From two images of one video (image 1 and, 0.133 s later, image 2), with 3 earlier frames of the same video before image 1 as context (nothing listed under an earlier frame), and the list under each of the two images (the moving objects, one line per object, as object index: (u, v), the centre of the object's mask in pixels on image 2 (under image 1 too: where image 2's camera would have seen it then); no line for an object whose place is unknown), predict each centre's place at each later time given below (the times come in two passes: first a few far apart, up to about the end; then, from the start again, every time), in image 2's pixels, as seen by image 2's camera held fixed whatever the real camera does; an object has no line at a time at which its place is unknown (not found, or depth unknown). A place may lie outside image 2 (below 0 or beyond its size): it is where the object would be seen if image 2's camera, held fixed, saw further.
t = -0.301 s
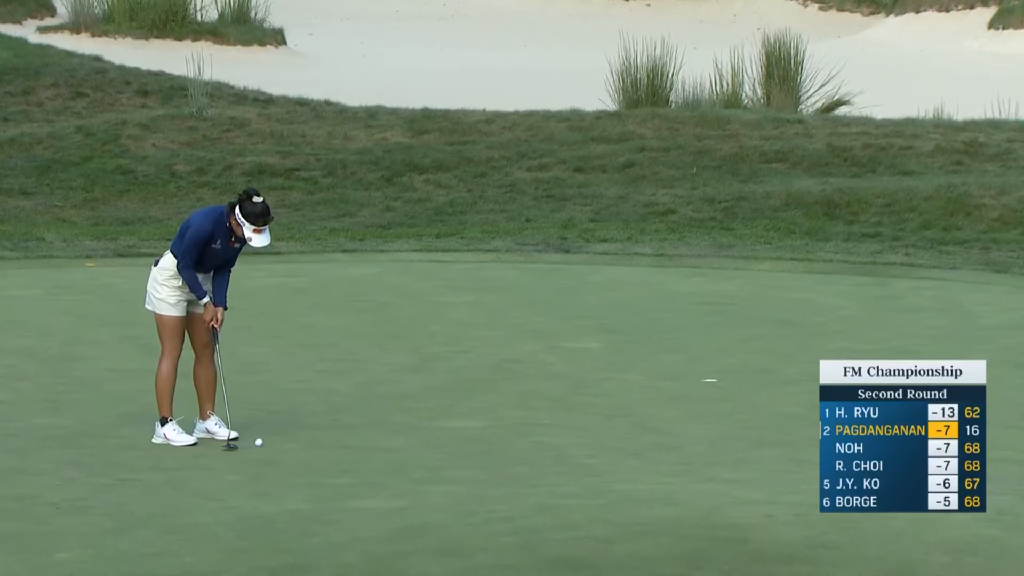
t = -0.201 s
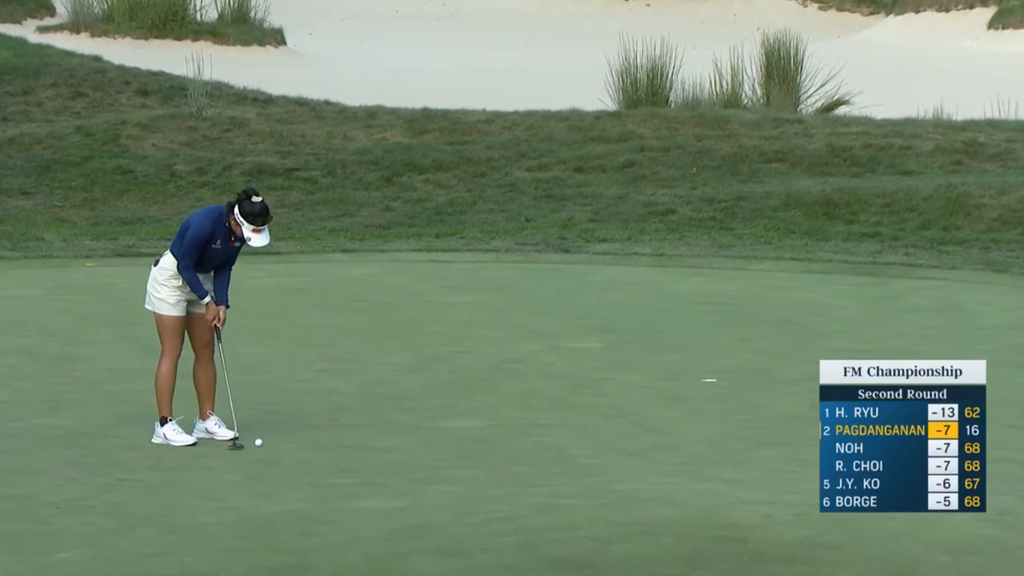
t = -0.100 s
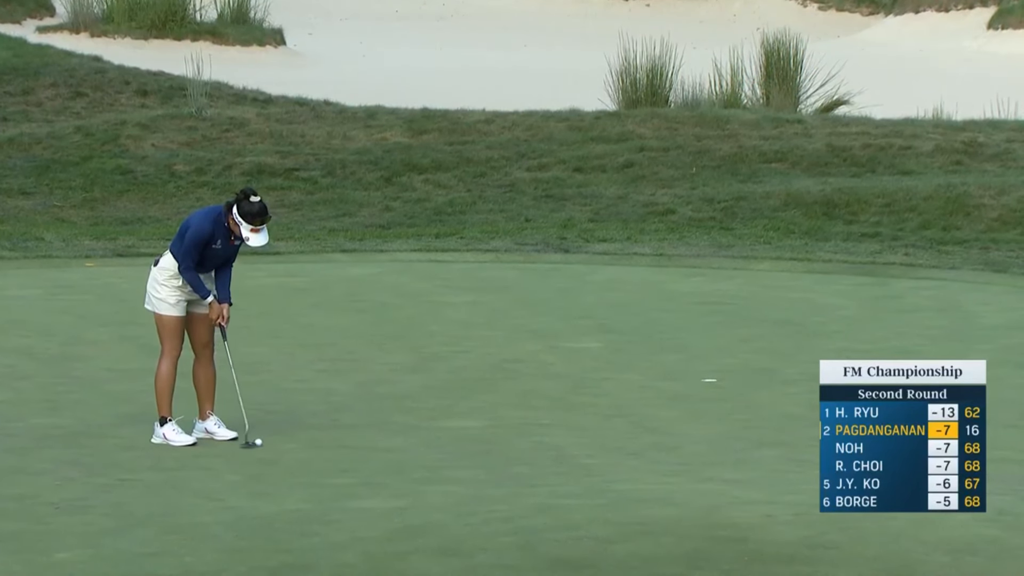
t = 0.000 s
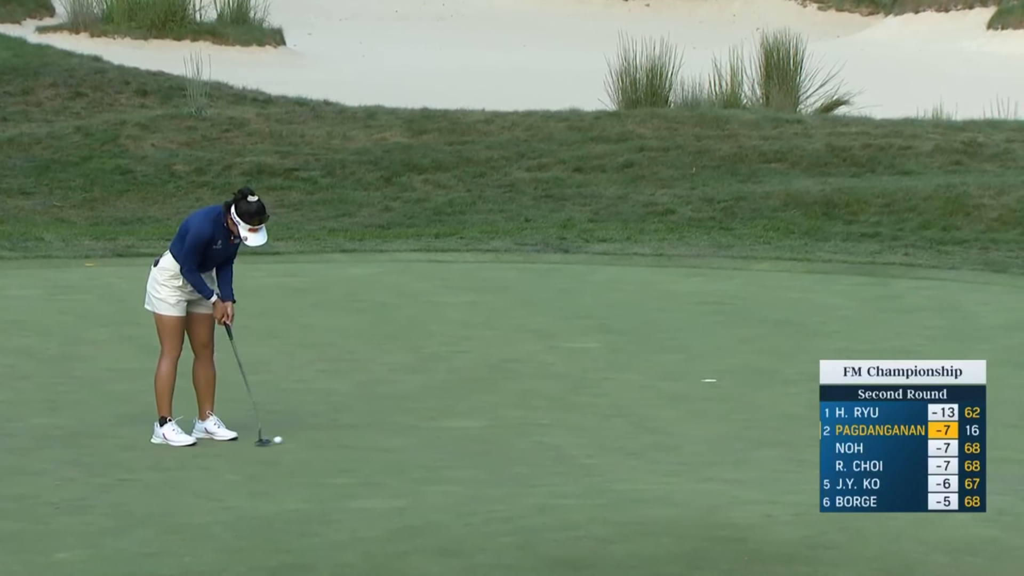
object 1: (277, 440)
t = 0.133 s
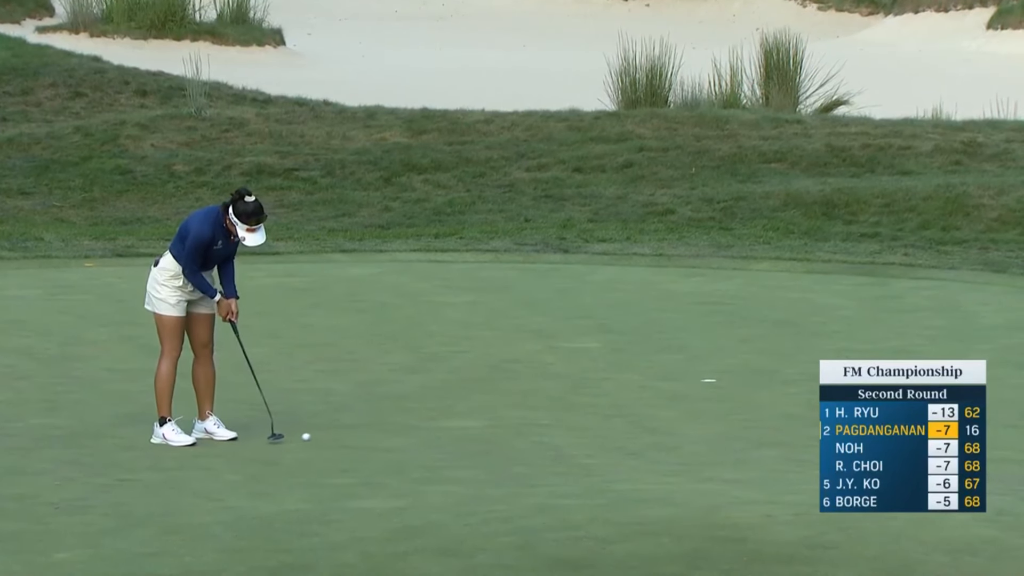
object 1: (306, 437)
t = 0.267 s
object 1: (332, 434)
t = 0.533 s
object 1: (382, 428)
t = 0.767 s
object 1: (422, 423)
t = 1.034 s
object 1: (465, 417)
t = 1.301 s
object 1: (503, 413)
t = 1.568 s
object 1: (538, 407)
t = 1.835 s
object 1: (570, 403)
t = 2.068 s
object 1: (595, 399)
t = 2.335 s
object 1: (621, 395)
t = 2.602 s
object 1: (645, 391)
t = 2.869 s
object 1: (665, 387)
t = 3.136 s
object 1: (682, 384)
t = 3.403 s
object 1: (698, 381)
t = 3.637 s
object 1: (710, 379)
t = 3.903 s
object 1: (723, 377)
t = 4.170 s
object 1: (733, 375)
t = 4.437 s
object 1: (742, 374)
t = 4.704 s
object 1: (747, 373)
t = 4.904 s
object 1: (750, 372)
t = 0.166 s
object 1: (313, 436)
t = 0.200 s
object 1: (319, 435)
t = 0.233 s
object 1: (326, 435)
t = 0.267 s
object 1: (332, 434)
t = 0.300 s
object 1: (338, 433)
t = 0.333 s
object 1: (345, 433)
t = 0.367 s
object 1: (351, 431)
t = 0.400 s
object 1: (357, 431)
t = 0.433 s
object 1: (364, 430)
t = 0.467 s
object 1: (370, 430)
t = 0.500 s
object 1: (376, 429)
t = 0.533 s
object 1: (382, 428)
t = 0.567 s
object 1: (388, 427)
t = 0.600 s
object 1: (394, 427)
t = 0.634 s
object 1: (400, 426)
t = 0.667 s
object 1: (406, 425)
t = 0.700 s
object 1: (411, 425)
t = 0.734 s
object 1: (417, 424)
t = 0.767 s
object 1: (422, 423)
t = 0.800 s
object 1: (428, 422)
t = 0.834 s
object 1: (433, 422)
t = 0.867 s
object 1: (439, 421)
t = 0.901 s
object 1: (444, 420)
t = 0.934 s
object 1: (449, 419)
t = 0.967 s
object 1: (455, 419)
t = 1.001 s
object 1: (460, 418)
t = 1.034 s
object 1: (465, 417)
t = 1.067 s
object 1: (470, 417)
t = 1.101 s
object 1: (475, 416)
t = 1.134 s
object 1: (480, 416)
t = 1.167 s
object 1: (484, 414)
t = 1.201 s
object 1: (489, 414)
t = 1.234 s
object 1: (494, 413)
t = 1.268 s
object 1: (499, 413)
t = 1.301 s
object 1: (503, 413)
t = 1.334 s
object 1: (508, 412)
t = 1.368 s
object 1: (513, 411)
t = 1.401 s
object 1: (517, 410)
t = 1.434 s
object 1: (522, 410)
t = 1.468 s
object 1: (526, 409)
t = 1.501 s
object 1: (530, 408)
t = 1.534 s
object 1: (535, 408)
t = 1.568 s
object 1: (538, 407)
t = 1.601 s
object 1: (543, 407)
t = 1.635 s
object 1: (547, 406)
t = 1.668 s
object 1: (551, 405)
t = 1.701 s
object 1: (555, 405)
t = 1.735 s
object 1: (559, 405)
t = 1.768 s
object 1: (563, 404)
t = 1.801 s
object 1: (566, 403)
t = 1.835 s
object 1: (570, 403)
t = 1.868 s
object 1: (574, 402)
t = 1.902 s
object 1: (578, 402)
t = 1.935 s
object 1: (581, 401)
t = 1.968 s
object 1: (585, 401)
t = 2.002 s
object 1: (589, 400)
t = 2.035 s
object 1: (592, 399)
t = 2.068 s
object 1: (595, 399)
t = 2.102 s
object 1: (599, 398)
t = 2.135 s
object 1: (602, 398)
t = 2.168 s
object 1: (606, 397)
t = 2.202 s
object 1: (609, 396)
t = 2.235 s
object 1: (612, 396)
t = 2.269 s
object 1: (615, 395)
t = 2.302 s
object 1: (618, 395)
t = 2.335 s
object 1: (621, 395)
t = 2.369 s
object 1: (624, 394)
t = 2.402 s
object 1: (627, 393)
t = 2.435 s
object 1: (630, 393)
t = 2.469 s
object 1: (633, 392)
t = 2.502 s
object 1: (636, 392)
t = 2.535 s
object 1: (639, 391)
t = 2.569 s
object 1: (642, 391)
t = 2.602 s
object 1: (645, 391)
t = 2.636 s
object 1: (647, 390)
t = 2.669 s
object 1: (650, 390)
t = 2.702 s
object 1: (653, 389)
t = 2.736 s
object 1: (656, 389)
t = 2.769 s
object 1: (658, 388)
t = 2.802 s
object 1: (660, 388)
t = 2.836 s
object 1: (662, 387)
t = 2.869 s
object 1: (665, 387)
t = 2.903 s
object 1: (667, 387)
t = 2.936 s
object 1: (669, 386)
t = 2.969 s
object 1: (671, 386)
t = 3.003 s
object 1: (674, 385)
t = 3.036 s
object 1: (676, 385)
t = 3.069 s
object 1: (678, 385)
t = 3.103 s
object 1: (680, 384)
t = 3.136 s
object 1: (682, 384)
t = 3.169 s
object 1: (684, 383)
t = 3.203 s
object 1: (686, 383)
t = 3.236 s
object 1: (688, 383)
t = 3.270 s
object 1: (690, 382)
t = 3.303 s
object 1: (692, 382)
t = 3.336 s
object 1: (694, 382)
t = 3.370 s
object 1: (696, 381)
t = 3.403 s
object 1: (698, 381)
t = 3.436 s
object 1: (700, 381)
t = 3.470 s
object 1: (701, 380)
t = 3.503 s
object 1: (703, 380)
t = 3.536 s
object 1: (705, 380)
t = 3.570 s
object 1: (707, 379)
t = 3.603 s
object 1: (708, 379)
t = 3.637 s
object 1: (710, 379)
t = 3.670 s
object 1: (712, 379)
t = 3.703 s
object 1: (714, 379)
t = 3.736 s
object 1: (715, 378)
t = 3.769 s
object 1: (717, 378)
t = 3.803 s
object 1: (718, 378)
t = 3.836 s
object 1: (719, 378)
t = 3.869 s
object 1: (721, 378)
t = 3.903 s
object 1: (723, 377)
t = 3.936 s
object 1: (724, 377)
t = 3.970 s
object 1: (725, 377)
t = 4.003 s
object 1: (727, 376)
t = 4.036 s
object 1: (728, 376)
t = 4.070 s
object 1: (730, 376)
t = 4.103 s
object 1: (731, 376)
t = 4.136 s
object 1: (732, 375)
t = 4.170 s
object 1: (733, 375)
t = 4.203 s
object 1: (734, 375)
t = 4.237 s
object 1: (736, 375)
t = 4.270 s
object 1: (737, 375)
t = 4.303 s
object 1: (738, 375)
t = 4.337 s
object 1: (739, 374)
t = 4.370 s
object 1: (740, 374)
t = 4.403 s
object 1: (741, 374)
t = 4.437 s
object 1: (742, 374)
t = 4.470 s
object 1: (742, 374)
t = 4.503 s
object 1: (743, 374)
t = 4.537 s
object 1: (744, 374)
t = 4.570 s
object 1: (745, 373)
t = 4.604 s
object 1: (745, 373)
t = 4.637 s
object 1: (746, 373)
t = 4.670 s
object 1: (747, 373)
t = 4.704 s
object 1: (747, 373)
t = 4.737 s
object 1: (748, 372)
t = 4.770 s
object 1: (749, 372)
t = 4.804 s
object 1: (749, 372)
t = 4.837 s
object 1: (750, 372)
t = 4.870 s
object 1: (750, 372)
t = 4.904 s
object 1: (750, 372)
